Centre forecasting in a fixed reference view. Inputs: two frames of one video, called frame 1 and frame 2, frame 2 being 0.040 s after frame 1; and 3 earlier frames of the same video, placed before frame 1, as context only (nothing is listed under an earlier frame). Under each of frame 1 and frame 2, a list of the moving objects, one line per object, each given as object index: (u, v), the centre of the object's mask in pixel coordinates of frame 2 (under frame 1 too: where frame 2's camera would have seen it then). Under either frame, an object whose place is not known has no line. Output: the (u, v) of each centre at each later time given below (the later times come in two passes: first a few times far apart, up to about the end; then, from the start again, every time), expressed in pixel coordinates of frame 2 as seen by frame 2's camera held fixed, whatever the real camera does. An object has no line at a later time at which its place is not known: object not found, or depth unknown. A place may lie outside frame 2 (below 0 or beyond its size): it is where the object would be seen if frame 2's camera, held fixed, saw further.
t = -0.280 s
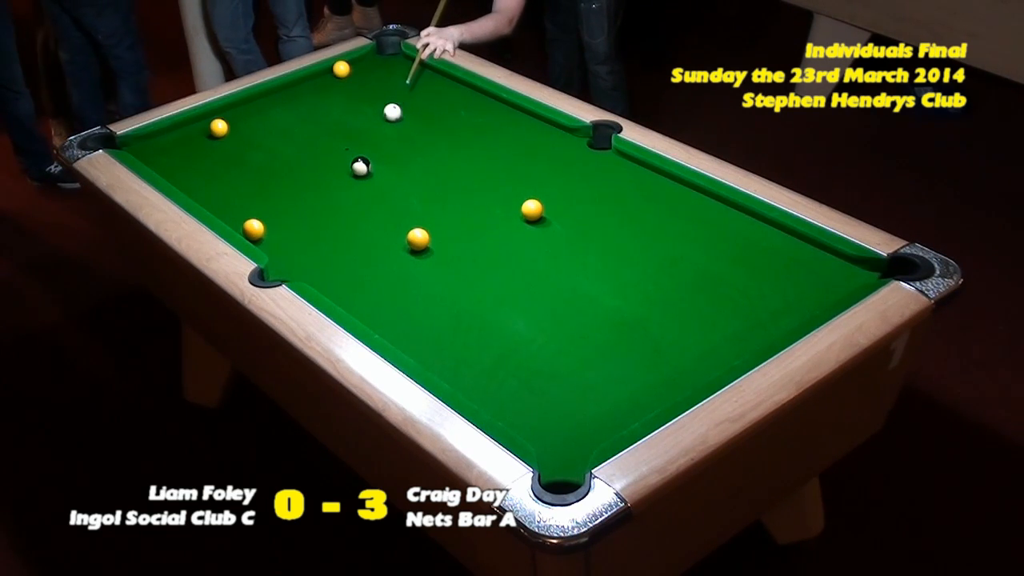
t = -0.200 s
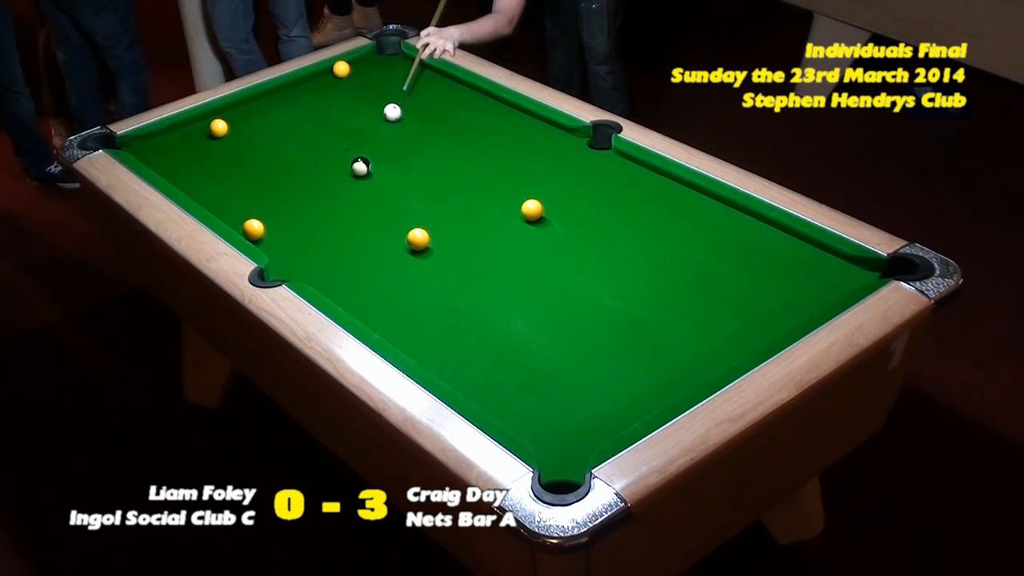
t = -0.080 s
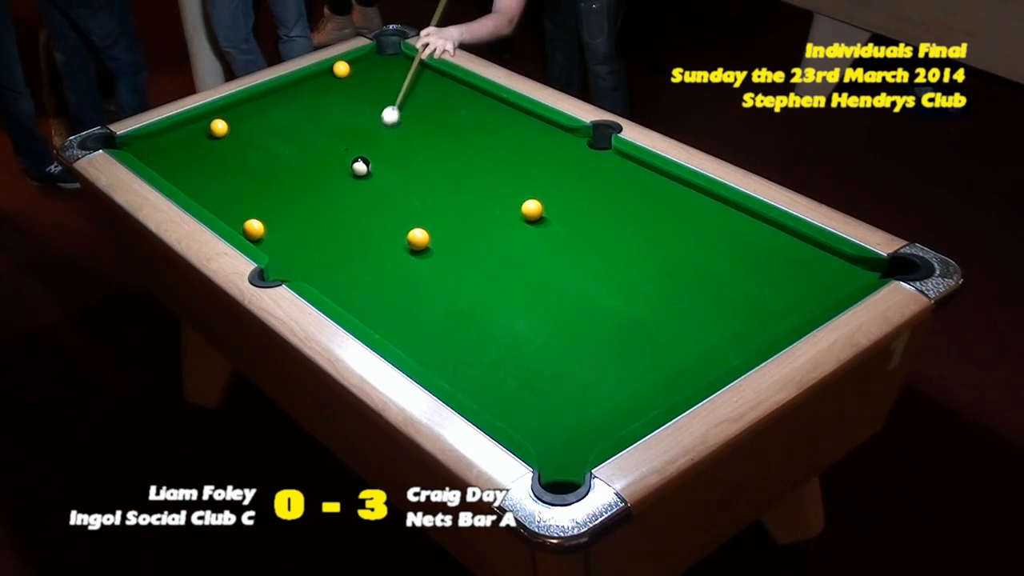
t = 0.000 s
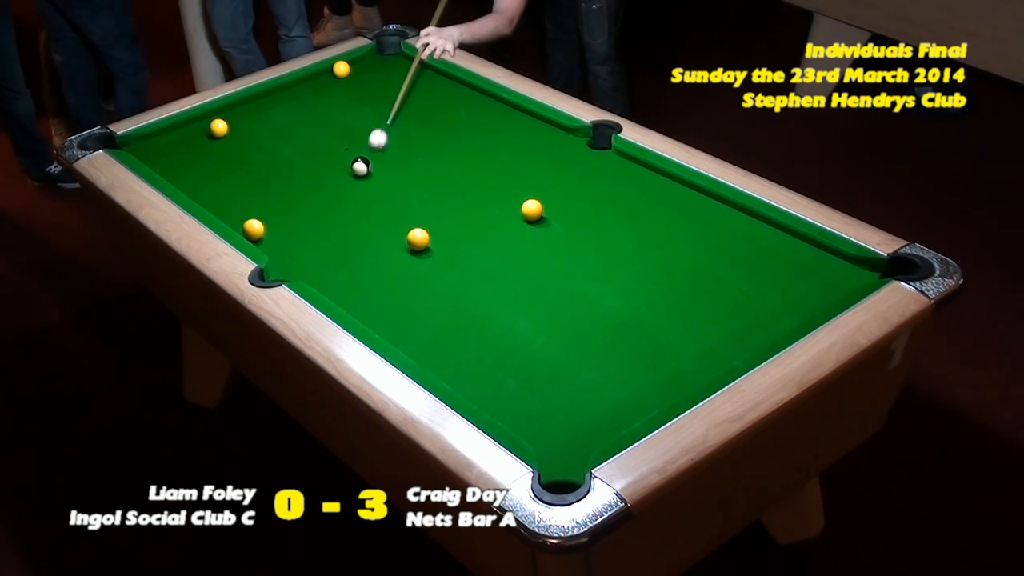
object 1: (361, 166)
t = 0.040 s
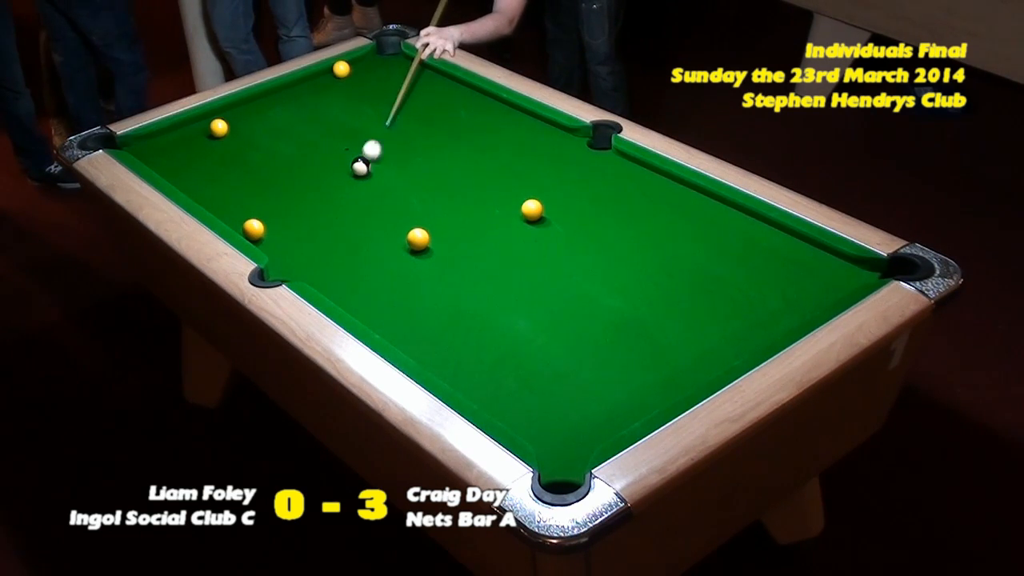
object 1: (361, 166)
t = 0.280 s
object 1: (330, 207)
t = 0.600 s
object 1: (288, 262)
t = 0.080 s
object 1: (357, 169)
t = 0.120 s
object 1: (352, 179)
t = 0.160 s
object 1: (346, 187)
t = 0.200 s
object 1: (341, 191)
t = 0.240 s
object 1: (335, 201)
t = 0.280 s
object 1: (330, 207)
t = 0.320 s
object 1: (325, 213)
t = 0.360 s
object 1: (320, 222)
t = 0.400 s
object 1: (314, 228)
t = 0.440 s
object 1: (309, 236)
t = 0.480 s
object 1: (304, 242)
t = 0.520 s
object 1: (298, 250)
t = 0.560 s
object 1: (293, 258)
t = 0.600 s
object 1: (288, 262)
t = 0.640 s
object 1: (283, 271)
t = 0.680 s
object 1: (278, 277)
